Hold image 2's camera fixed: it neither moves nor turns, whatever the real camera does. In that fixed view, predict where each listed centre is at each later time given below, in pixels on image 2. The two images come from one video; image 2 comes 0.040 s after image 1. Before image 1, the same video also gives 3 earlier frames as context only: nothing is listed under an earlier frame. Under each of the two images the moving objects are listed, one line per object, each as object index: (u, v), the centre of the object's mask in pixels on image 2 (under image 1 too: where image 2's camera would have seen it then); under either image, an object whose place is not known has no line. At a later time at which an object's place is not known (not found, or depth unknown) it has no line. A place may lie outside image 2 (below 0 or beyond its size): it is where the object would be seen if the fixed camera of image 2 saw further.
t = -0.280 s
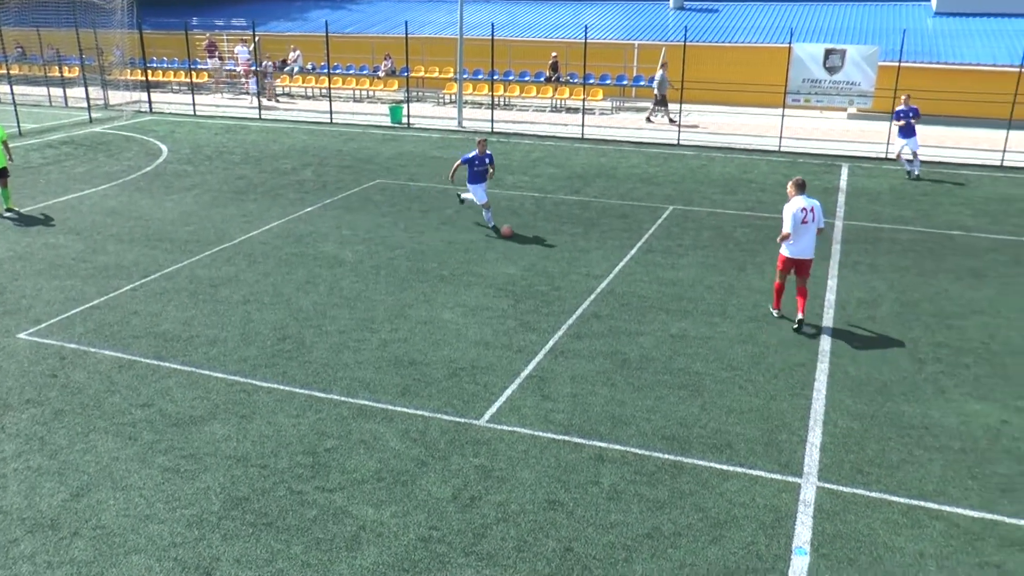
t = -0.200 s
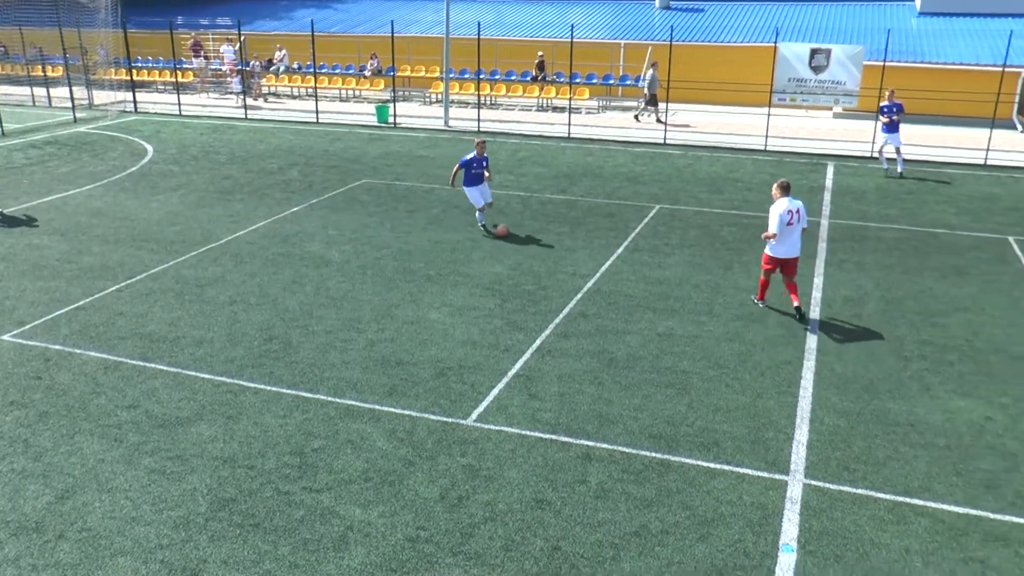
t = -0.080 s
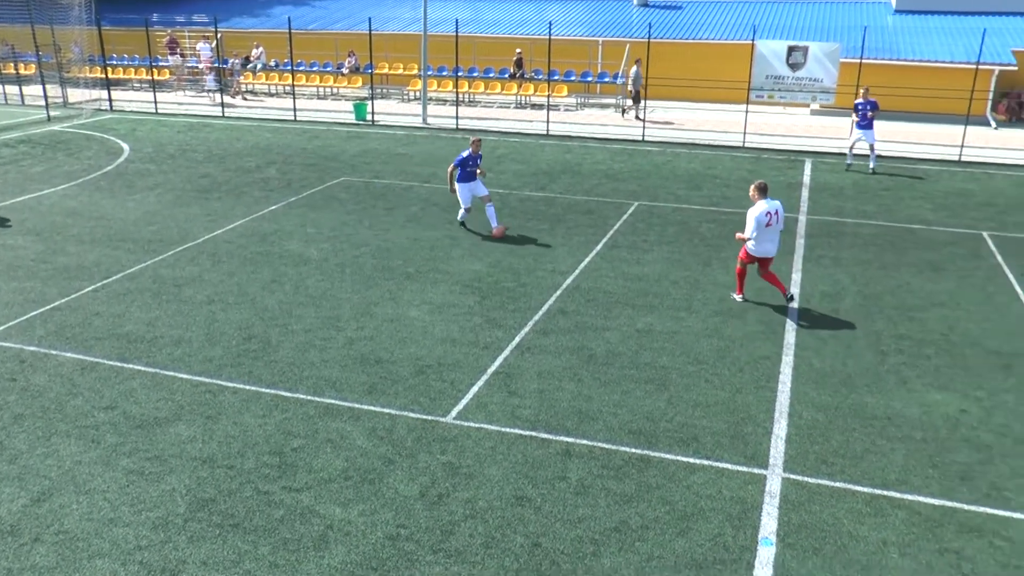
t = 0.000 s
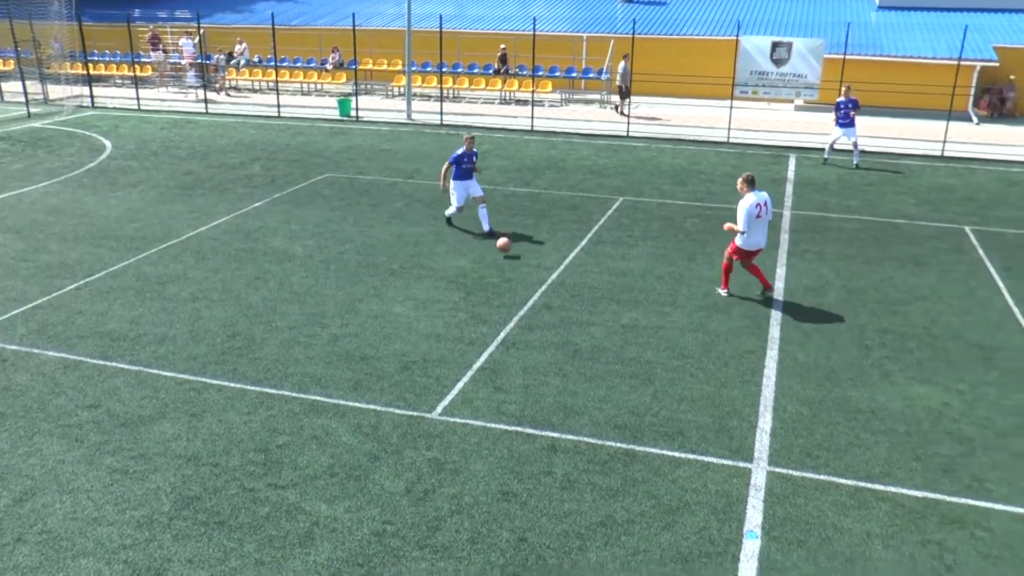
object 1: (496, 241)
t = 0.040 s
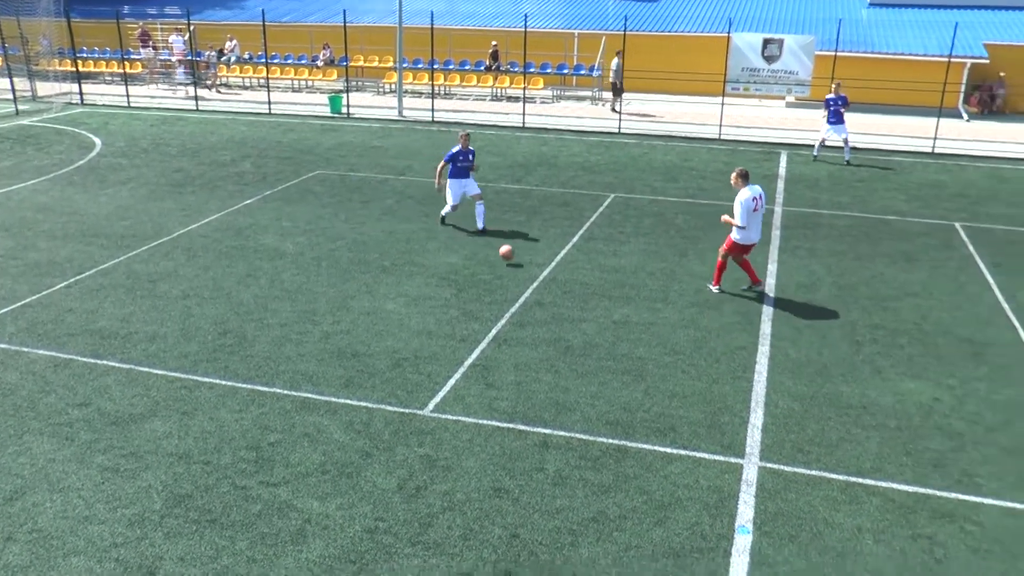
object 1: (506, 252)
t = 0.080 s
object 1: (517, 265)
